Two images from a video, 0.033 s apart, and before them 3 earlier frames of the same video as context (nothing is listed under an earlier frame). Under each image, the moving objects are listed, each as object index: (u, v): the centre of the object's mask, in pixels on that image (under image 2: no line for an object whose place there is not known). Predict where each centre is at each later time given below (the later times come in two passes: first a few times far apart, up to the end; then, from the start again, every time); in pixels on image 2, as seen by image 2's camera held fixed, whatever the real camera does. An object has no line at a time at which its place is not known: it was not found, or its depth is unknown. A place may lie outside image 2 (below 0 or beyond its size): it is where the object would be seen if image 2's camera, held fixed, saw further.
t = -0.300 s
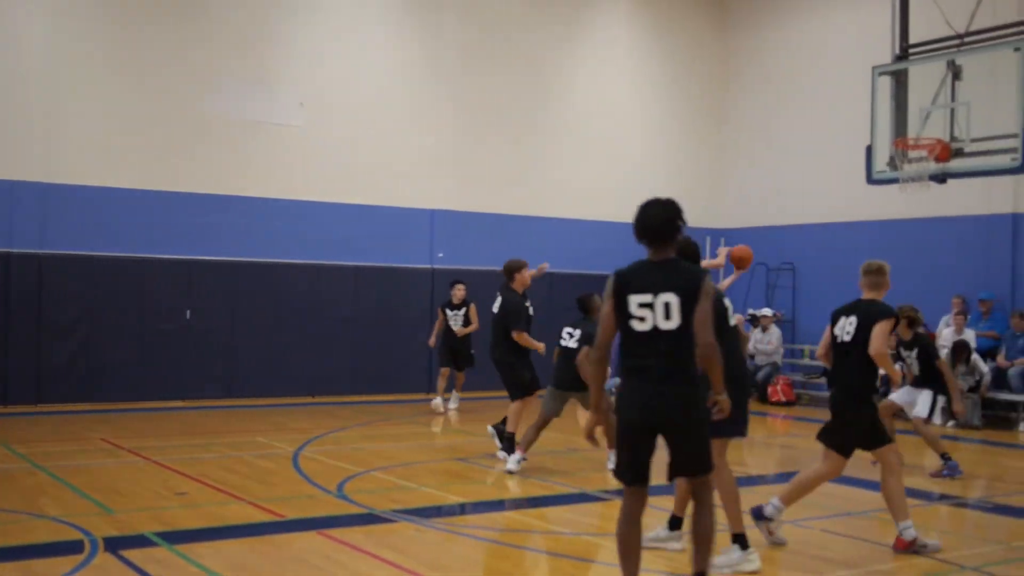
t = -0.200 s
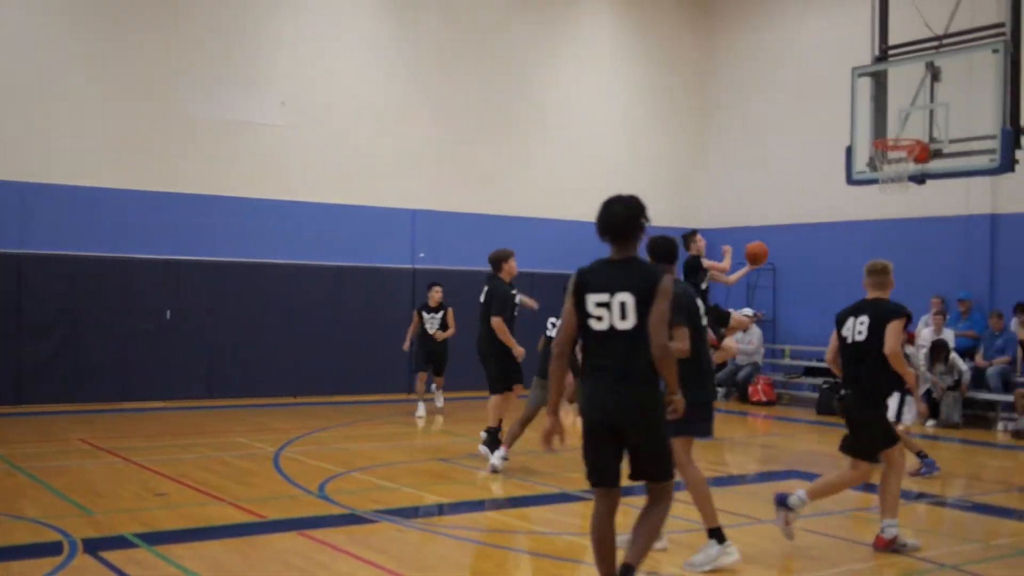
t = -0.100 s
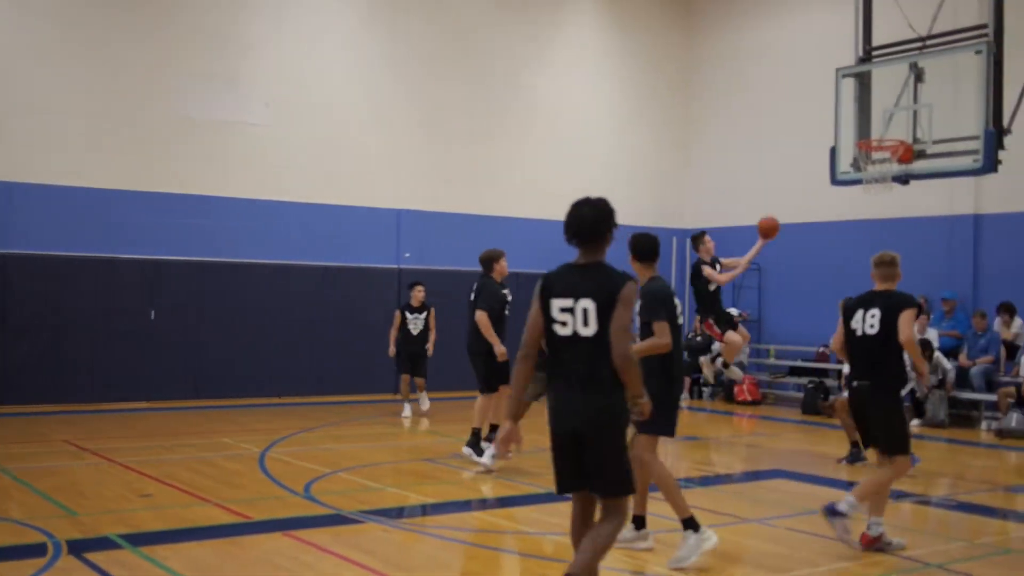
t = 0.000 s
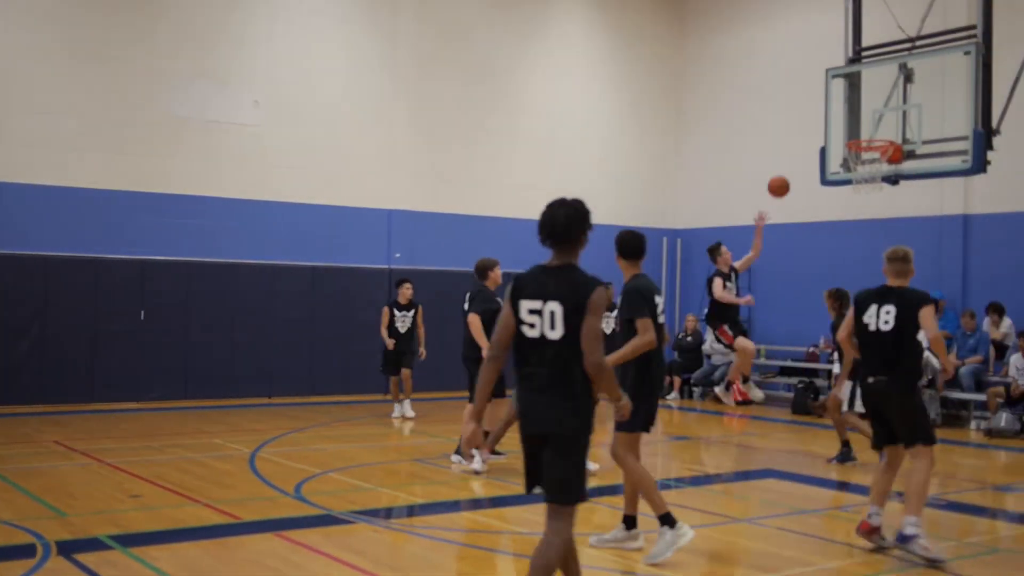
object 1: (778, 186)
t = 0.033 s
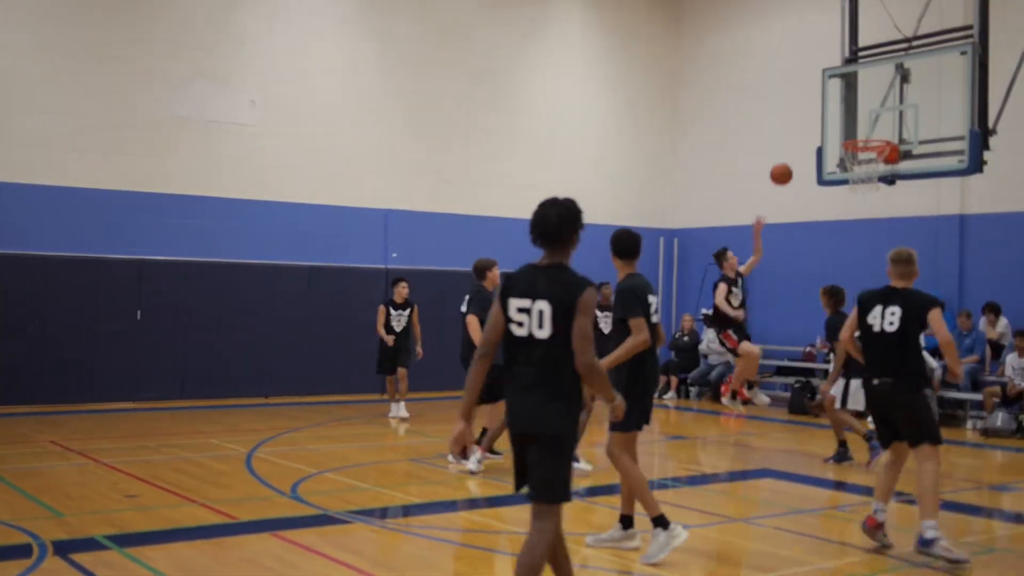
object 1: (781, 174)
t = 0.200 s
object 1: (811, 128)
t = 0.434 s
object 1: (852, 105)
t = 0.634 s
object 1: (865, 109)
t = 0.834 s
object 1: (870, 144)
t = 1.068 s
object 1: (867, 191)
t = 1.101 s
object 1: (866, 200)
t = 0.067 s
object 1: (787, 163)
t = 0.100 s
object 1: (793, 152)
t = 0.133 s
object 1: (799, 143)
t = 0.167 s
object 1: (805, 135)
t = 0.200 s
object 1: (811, 128)
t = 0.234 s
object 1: (817, 121)
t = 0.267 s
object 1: (823, 116)
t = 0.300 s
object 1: (829, 112)
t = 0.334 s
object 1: (835, 109)
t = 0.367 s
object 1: (841, 106)
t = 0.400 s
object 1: (846, 105)
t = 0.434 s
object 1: (852, 105)
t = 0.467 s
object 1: (858, 106)
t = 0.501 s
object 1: (863, 106)
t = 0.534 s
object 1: (863, 105)
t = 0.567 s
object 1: (864, 105)
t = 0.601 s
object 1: (864, 106)
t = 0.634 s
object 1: (865, 109)
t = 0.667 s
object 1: (866, 112)
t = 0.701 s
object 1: (867, 116)
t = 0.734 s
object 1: (868, 121)
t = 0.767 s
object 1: (868, 128)
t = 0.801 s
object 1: (869, 135)
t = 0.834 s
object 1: (870, 144)
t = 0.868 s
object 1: (871, 153)
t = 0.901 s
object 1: (871, 160)
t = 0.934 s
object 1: (870, 167)
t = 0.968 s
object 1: (870, 171)
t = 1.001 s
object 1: (869, 178)
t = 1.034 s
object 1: (868, 184)
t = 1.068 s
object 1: (867, 191)
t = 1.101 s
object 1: (866, 200)
